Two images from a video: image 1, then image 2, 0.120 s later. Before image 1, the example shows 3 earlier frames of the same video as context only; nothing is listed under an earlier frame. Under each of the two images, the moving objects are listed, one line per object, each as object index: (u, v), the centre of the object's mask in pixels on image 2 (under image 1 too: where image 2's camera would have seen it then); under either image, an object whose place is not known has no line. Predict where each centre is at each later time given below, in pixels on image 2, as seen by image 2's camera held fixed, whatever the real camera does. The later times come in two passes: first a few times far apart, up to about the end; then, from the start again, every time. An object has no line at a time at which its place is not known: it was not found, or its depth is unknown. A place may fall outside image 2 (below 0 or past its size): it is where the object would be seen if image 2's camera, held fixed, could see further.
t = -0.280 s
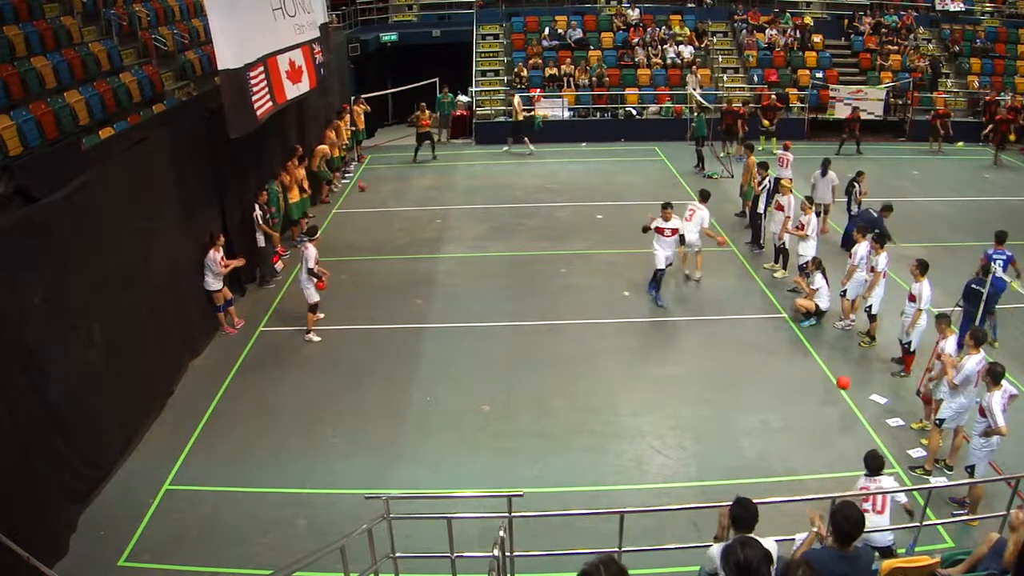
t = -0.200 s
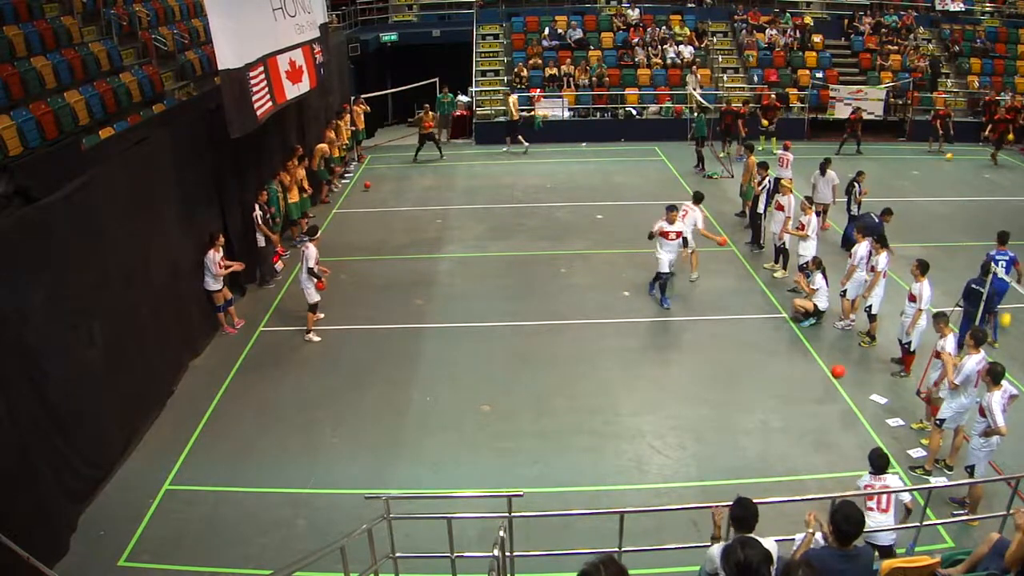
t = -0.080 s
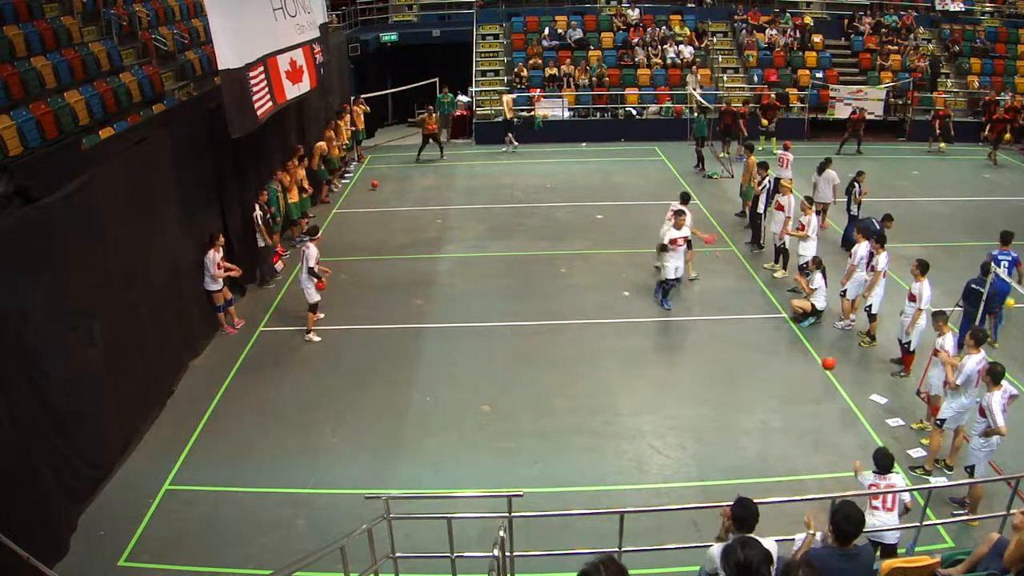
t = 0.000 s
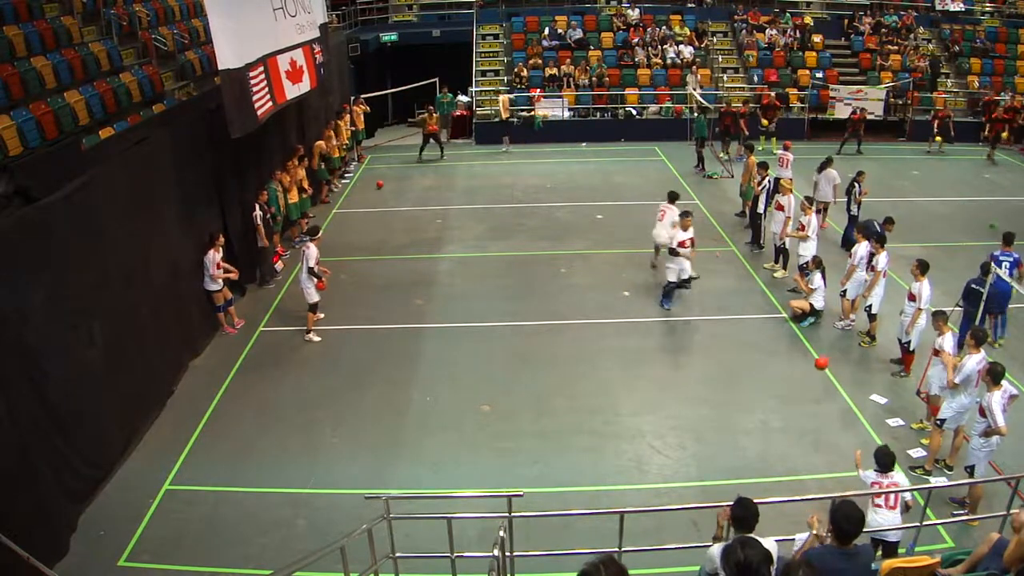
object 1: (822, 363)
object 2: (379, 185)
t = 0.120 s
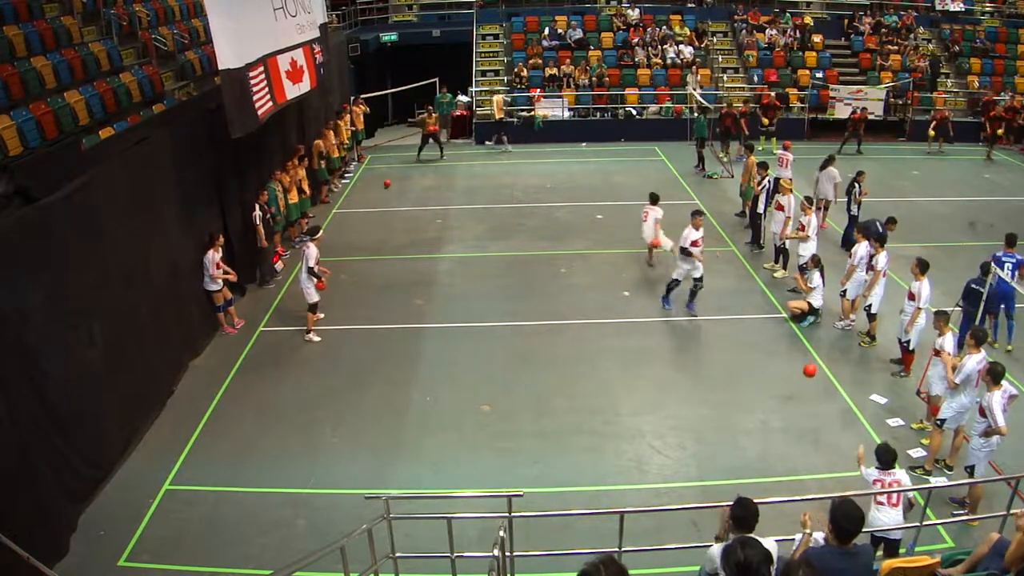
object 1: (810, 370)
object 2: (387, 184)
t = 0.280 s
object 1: (792, 396)
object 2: (396, 183)
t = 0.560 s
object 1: (774, 372)
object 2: (411, 180)
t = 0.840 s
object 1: (752, 376)
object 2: (426, 177)
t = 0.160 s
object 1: (806, 375)
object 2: (389, 184)
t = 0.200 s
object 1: (801, 381)
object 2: (391, 183)
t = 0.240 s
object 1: (797, 387)
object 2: (393, 183)
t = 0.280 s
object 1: (792, 396)
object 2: (396, 183)
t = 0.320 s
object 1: (790, 394)
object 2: (398, 182)
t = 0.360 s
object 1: (788, 386)
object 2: (400, 182)
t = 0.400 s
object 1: (785, 382)
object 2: (402, 181)
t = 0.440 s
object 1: (782, 377)
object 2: (405, 181)
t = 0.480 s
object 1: (780, 375)
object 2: (406, 180)
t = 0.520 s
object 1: (777, 373)
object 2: (409, 180)
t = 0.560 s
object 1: (774, 372)
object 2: (411, 180)
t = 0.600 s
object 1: (771, 372)
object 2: (413, 180)
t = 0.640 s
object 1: (768, 373)
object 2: (415, 179)
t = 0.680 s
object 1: (765, 375)
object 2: (417, 179)
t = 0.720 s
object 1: (761, 379)
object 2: (419, 179)
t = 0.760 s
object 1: (758, 383)
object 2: (422, 178)
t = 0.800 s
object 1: (755, 382)
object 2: (424, 178)
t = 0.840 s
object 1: (752, 376)
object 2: (426, 177)
